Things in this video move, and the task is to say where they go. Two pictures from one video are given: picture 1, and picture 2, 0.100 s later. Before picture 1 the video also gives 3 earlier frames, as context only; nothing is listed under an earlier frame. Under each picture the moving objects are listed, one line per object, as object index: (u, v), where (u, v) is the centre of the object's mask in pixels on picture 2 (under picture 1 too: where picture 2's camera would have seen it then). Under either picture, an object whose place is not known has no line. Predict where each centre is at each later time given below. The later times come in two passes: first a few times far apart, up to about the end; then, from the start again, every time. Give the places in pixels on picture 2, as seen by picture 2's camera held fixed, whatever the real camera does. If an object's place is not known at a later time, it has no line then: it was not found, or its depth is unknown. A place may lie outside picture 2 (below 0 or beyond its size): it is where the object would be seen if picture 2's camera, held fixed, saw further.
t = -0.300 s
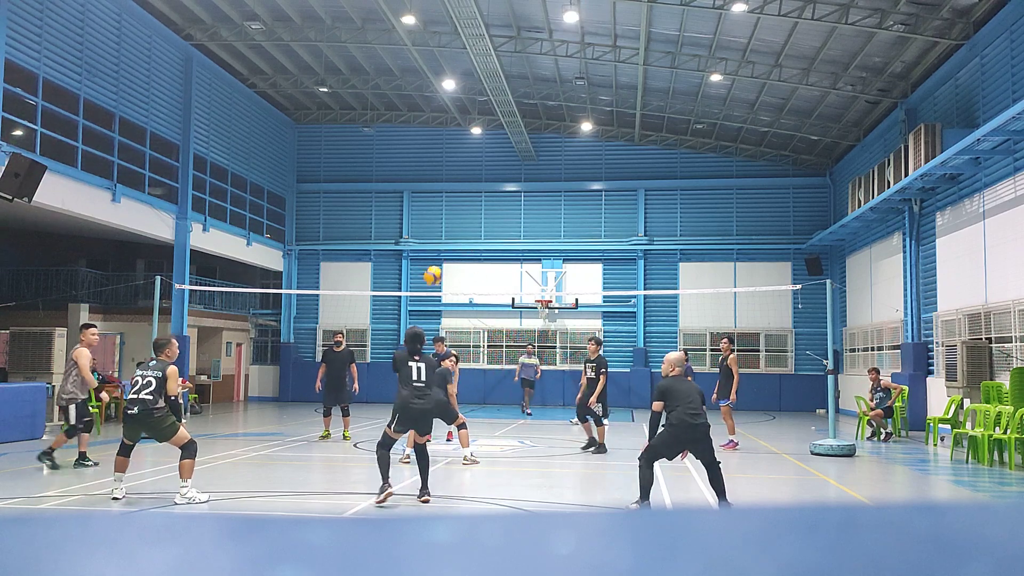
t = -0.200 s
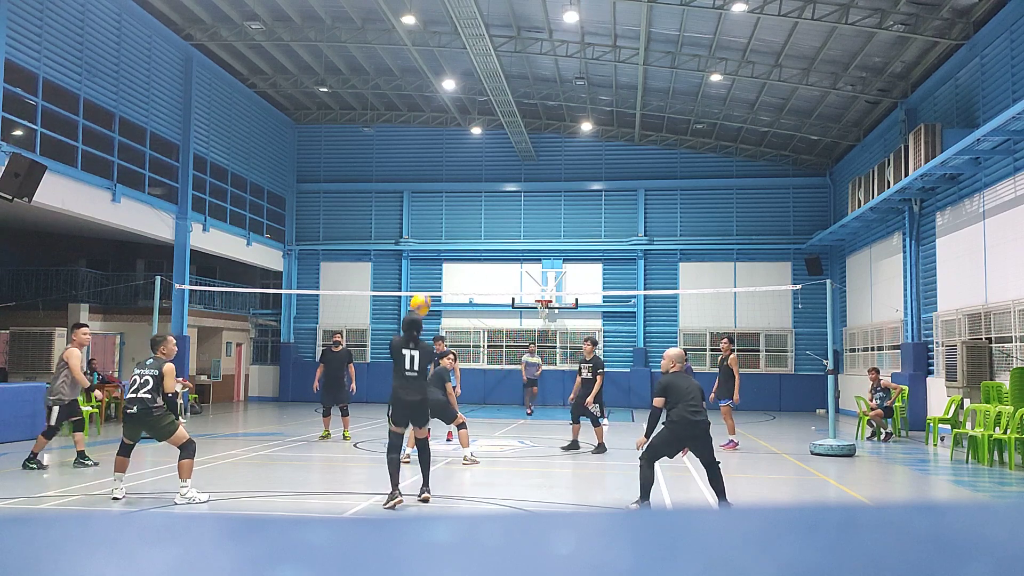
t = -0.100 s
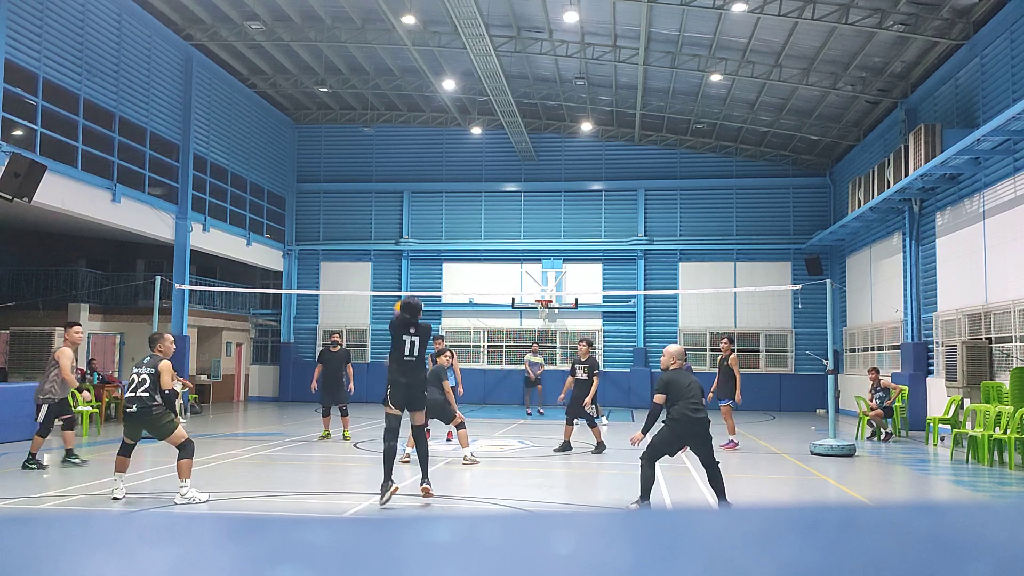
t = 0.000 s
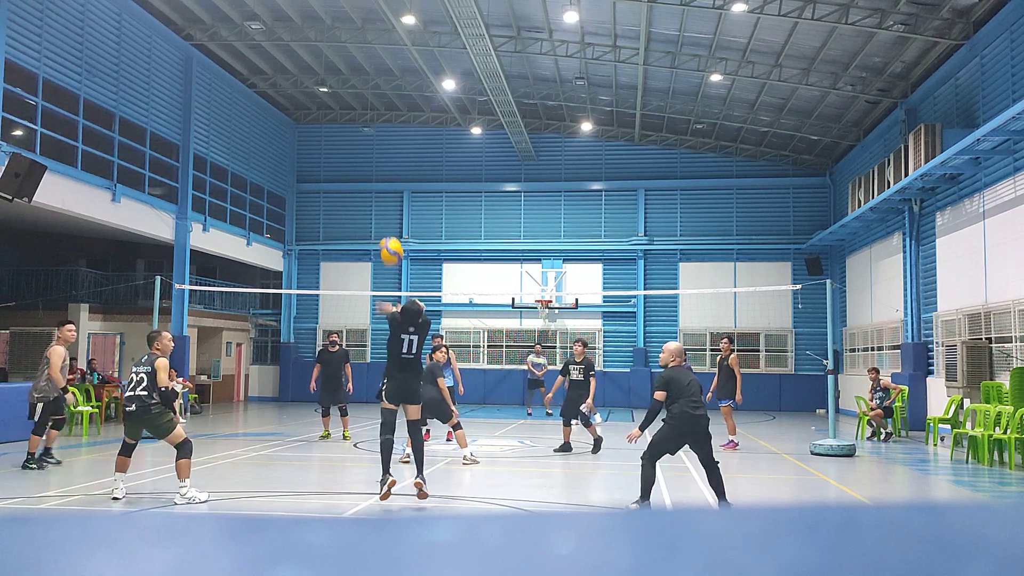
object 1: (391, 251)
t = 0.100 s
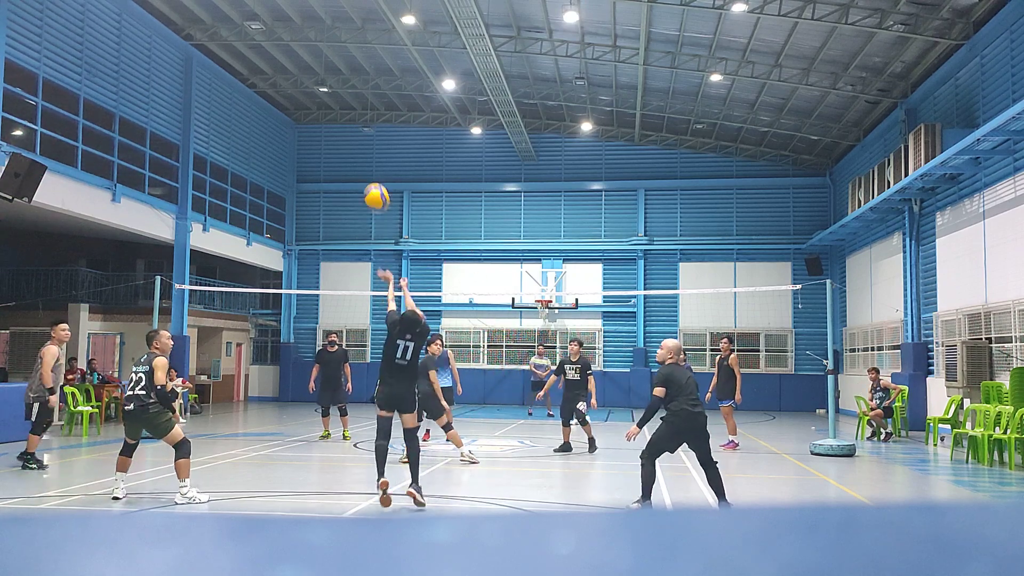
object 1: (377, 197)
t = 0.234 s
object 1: (356, 142)
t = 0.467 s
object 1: (317, 92)
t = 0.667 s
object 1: (280, 99)
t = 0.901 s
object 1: (230, 173)
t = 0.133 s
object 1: (371, 182)
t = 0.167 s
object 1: (366, 167)
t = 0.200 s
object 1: (361, 153)
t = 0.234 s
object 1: (356, 142)
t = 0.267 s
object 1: (351, 131)
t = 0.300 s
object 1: (345, 122)
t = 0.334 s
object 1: (340, 113)
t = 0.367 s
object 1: (334, 106)
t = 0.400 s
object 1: (329, 100)
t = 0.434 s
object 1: (323, 95)
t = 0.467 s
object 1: (317, 92)
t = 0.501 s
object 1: (311, 89)
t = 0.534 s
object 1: (305, 89)
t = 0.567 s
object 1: (299, 89)
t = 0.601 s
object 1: (293, 91)
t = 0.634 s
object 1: (286, 94)
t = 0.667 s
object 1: (280, 99)
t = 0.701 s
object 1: (273, 105)
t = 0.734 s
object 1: (266, 112)
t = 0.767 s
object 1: (259, 121)
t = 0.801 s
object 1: (252, 131)
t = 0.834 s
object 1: (245, 144)
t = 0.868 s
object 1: (238, 157)
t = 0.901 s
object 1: (230, 173)
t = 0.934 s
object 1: (223, 190)
